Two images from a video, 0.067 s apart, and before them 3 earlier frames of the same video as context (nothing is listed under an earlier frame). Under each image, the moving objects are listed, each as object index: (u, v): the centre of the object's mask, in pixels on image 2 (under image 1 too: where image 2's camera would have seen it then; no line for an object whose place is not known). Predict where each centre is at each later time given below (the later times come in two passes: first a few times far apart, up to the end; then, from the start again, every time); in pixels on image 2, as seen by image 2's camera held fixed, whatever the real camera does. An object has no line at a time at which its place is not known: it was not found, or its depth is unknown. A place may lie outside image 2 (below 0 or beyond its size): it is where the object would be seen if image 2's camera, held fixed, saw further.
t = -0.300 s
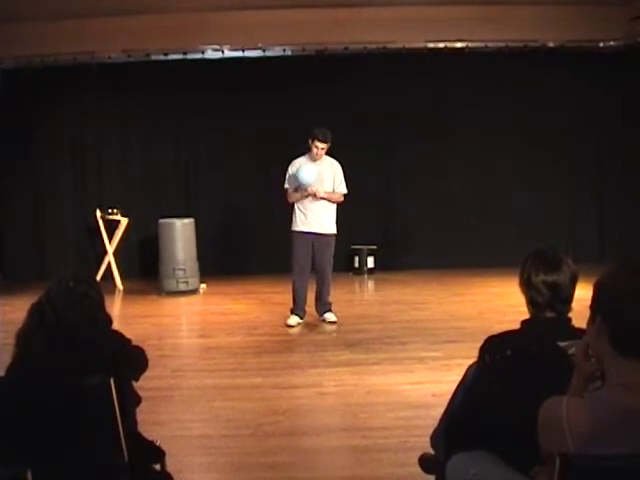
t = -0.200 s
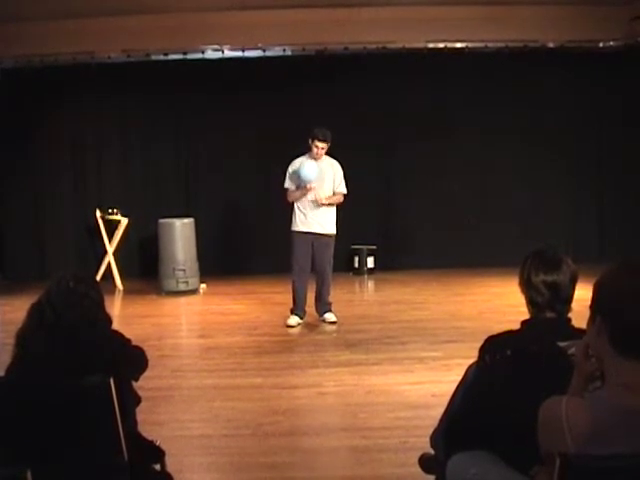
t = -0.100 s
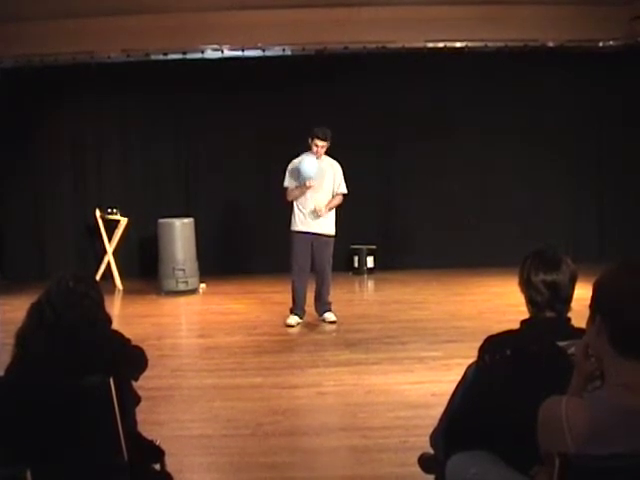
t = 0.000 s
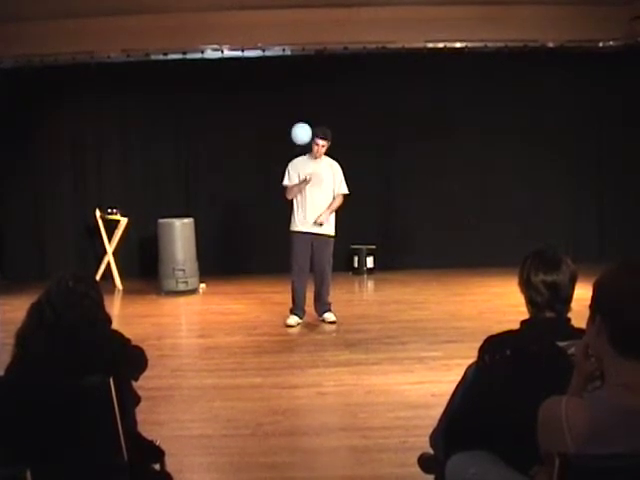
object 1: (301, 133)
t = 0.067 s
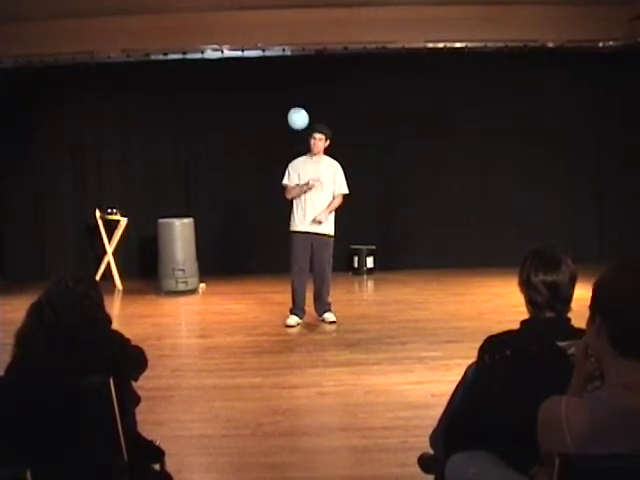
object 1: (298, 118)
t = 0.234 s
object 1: (290, 89)
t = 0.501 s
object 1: (286, 75)
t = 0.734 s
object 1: (284, 81)
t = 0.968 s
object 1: (283, 100)
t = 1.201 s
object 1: (281, 127)
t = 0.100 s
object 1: (296, 111)
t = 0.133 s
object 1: (294, 105)
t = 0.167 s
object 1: (293, 99)
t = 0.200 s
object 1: (291, 94)
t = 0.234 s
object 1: (290, 89)
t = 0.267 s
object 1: (289, 86)
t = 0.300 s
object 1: (289, 82)
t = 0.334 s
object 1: (288, 80)
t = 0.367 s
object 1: (287, 77)
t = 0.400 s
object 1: (287, 76)
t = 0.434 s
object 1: (286, 75)
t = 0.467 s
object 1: (286, 75)
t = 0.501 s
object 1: (286, 75)
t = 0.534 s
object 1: (286, 75)
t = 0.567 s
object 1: (285, 76)
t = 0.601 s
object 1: (285, 76)
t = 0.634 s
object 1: (285, 77)
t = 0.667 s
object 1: (284, 78)
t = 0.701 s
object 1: (284, 80)
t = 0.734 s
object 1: (284, 81)
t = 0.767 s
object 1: (284, 83)
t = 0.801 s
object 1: (284, 85)
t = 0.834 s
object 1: (284, 88)
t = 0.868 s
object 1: (283, 91)
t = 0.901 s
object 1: (283, 94)
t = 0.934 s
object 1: (283, 97)
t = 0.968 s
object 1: (283, 100)
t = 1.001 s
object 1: (283, 103)
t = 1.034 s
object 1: (283, 107)
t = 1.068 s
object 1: (283, 111)
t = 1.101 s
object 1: (283, 114)
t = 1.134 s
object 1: (282, 119)
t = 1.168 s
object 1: (282, 123)
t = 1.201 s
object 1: (281, 127)
